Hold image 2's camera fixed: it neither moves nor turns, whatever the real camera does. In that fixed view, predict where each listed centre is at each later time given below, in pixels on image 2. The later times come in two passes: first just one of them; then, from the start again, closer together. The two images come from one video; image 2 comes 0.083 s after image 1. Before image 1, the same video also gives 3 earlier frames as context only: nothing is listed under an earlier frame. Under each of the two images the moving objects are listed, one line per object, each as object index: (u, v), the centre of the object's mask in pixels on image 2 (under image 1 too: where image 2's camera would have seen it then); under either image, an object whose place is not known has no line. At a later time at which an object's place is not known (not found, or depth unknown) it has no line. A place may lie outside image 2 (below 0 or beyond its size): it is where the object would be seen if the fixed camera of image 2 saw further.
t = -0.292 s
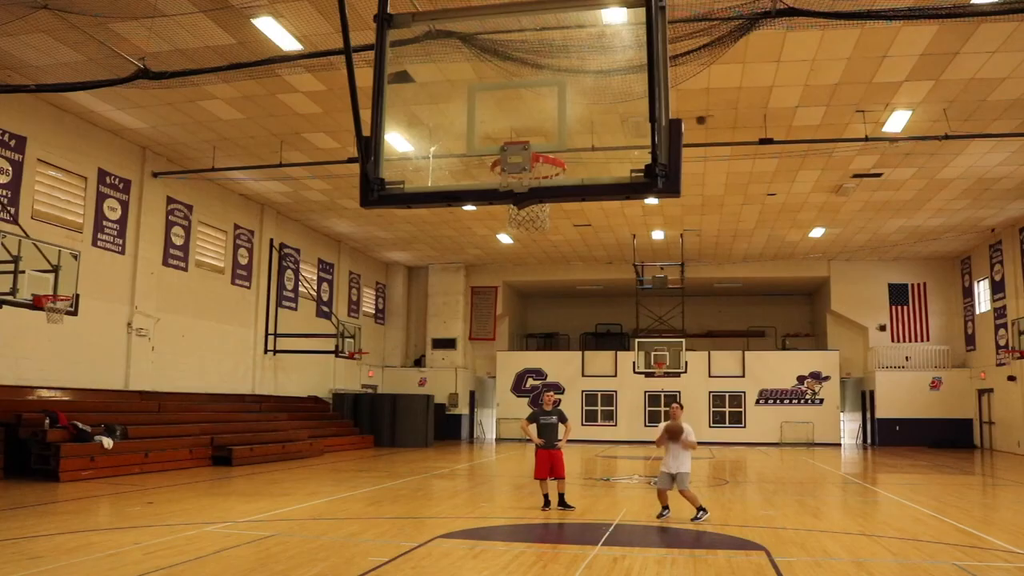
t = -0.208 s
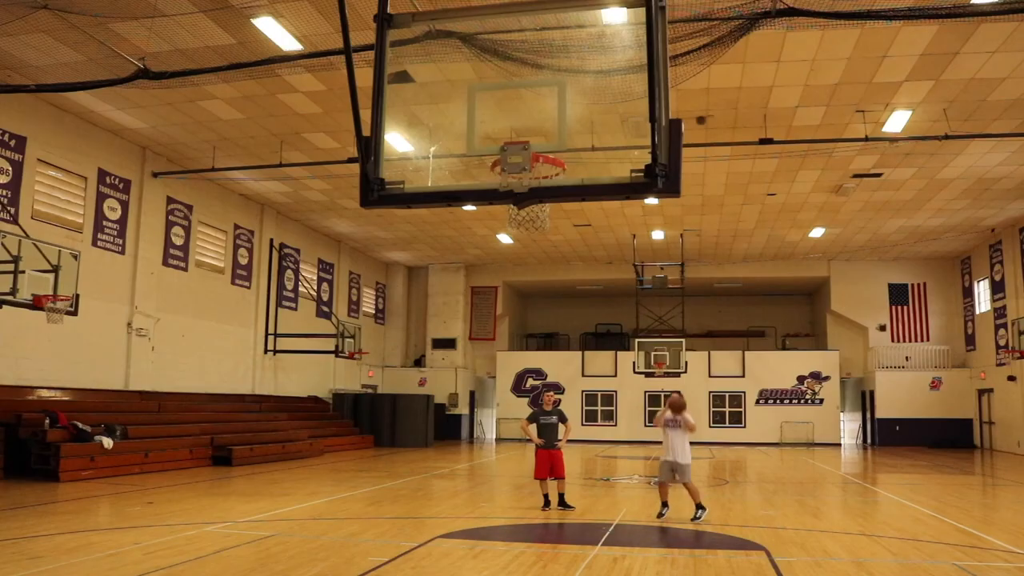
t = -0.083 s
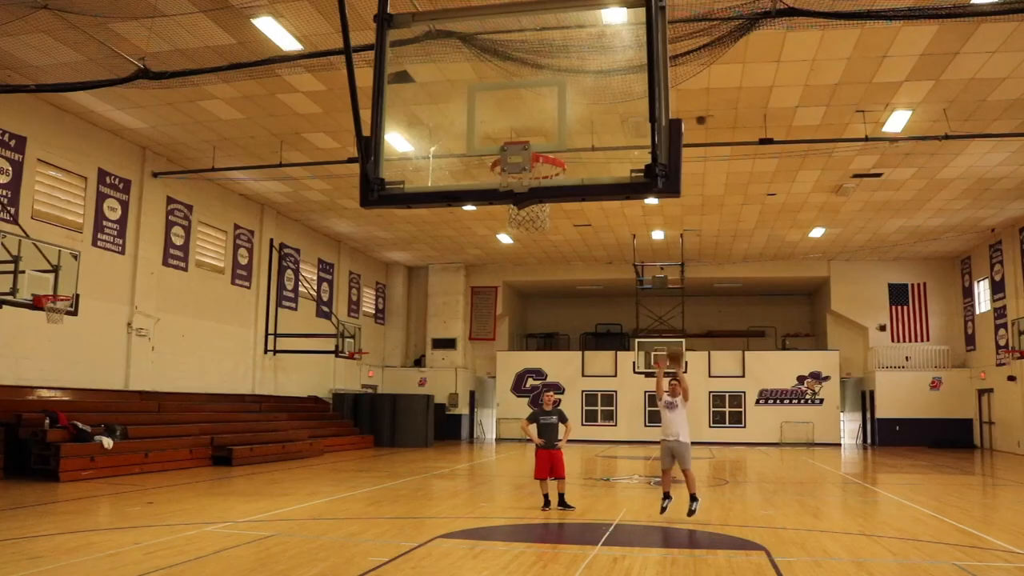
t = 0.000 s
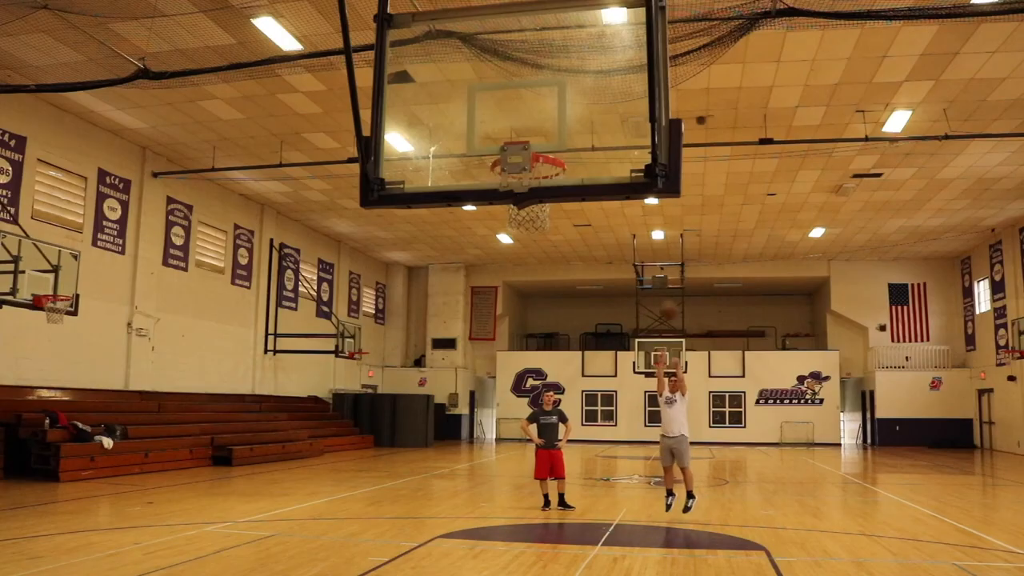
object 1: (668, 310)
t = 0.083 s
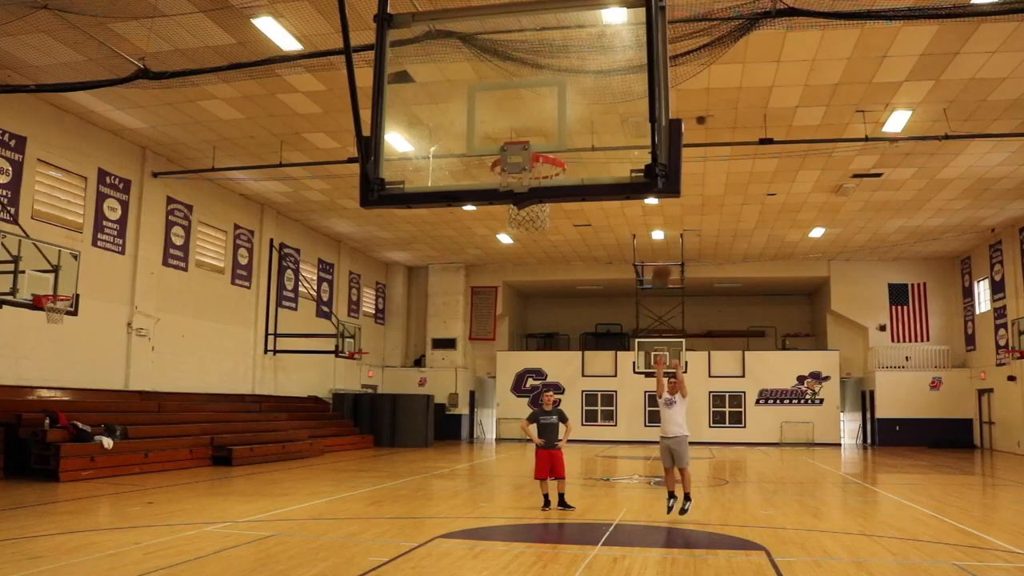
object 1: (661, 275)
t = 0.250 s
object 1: (648, 204)
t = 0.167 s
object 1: (655, 234)
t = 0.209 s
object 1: (651, 216)
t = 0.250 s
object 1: (648, 204)
